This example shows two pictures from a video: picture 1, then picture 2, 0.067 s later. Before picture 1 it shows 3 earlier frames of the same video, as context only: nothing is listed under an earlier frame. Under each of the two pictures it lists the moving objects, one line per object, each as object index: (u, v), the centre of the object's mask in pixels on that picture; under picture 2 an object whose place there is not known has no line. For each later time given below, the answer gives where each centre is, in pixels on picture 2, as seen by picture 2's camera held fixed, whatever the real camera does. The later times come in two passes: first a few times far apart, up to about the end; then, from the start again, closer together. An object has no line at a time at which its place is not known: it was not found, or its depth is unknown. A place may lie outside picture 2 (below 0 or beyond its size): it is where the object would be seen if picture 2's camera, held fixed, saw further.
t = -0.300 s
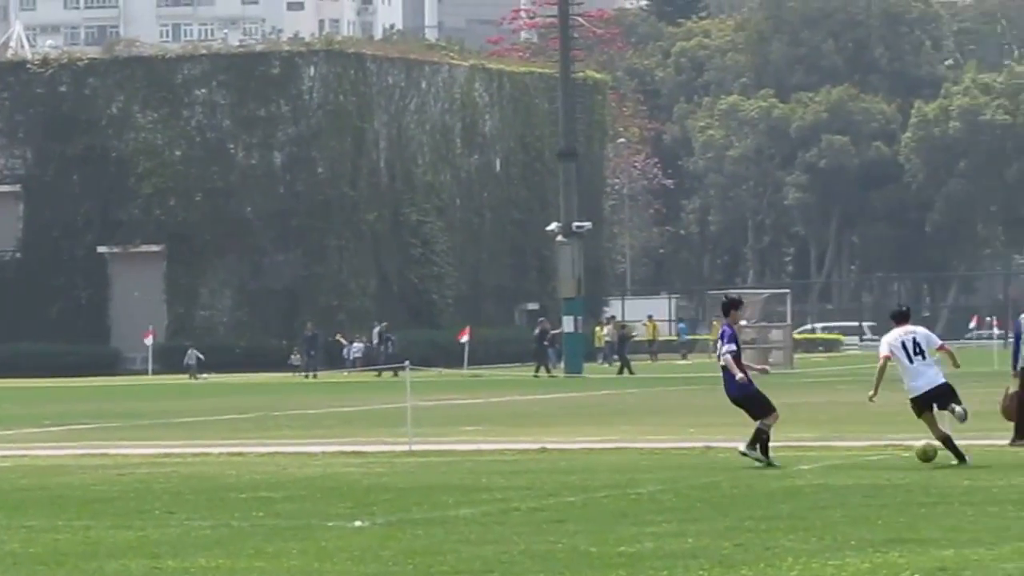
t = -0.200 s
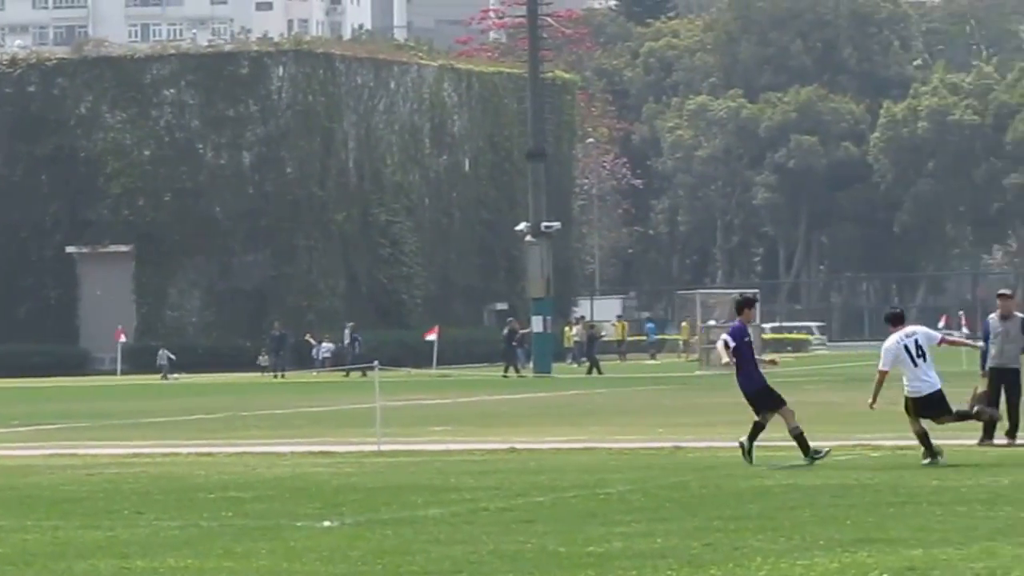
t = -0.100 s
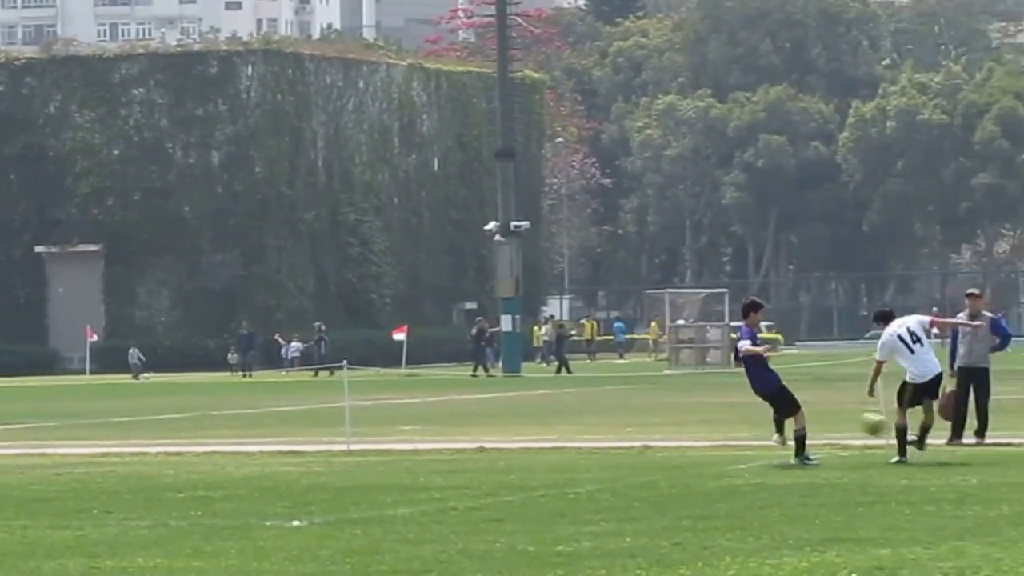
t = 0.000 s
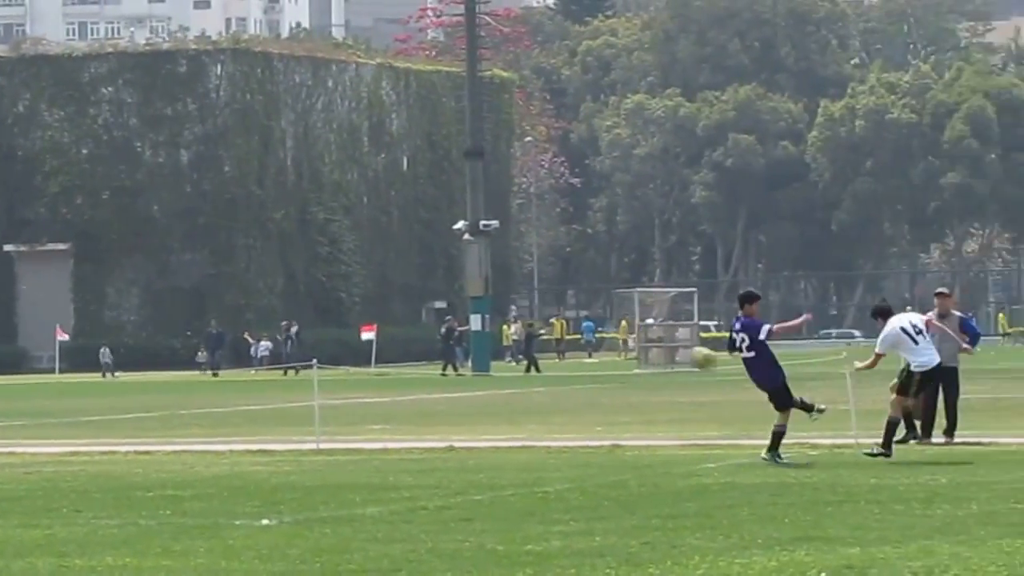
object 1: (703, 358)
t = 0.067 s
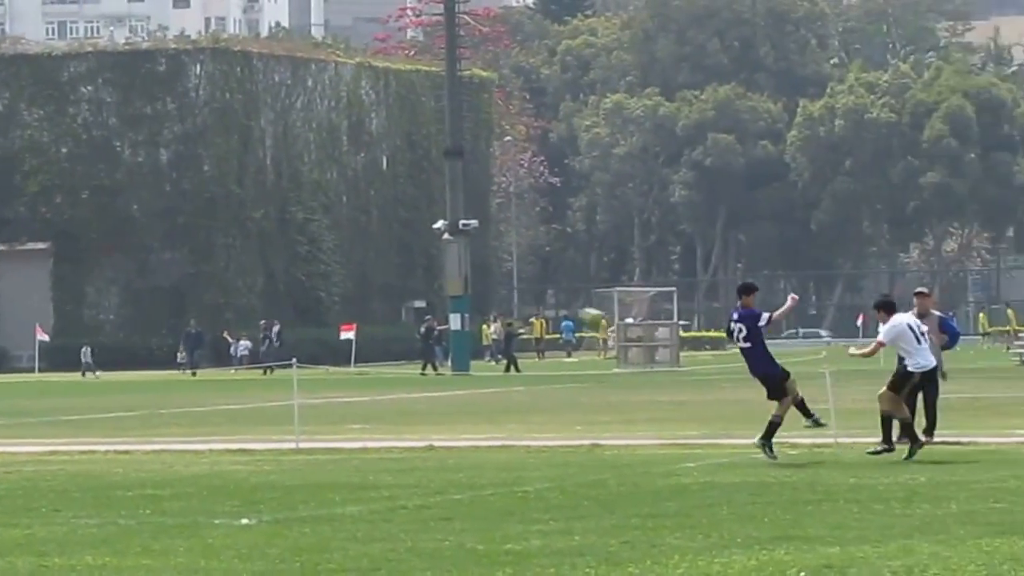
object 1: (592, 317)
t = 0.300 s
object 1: (295, 212)
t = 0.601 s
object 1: (-60, 139)
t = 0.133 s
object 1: (504, 284)
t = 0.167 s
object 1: (462, 267)
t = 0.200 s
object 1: (419, 252)
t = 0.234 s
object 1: (377, 237)
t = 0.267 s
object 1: (335, 224)
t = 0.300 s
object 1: (295, 212)
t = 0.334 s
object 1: (254, 201)
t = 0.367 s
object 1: (214, 190)
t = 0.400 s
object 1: (175, 180)
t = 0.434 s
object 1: (134, 172)
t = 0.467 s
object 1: (97, 162)
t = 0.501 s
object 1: (56, 156)
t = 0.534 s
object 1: (18, 150)
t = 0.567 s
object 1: (-21, 144)
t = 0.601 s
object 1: (-60, 139)
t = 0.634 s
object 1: (-98, 133)
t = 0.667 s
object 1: (-136, 128)
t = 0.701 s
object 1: (-175, 125)
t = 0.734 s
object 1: (-212, 124)
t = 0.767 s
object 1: (-250, 122)
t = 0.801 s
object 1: (-287, 120)
